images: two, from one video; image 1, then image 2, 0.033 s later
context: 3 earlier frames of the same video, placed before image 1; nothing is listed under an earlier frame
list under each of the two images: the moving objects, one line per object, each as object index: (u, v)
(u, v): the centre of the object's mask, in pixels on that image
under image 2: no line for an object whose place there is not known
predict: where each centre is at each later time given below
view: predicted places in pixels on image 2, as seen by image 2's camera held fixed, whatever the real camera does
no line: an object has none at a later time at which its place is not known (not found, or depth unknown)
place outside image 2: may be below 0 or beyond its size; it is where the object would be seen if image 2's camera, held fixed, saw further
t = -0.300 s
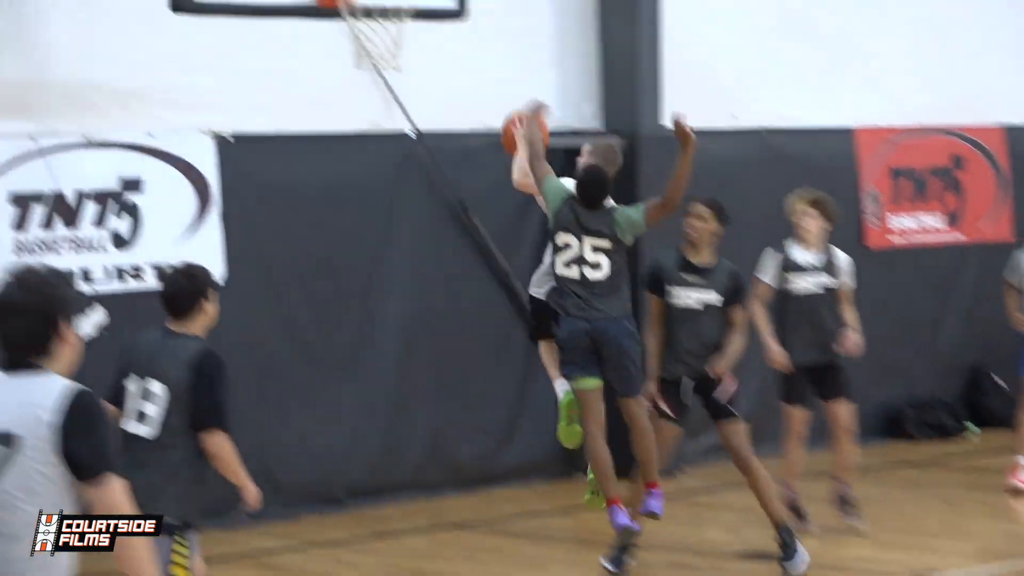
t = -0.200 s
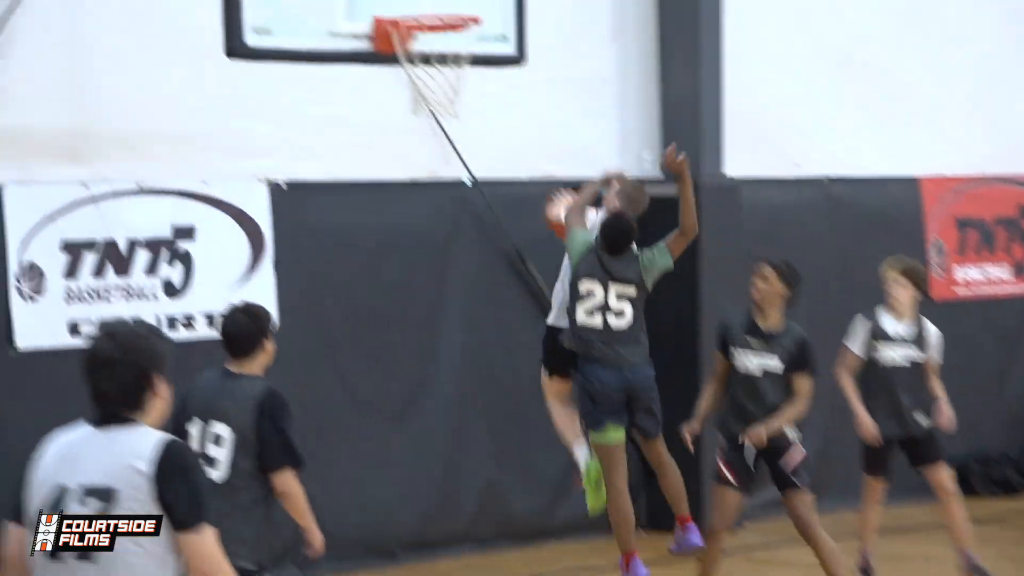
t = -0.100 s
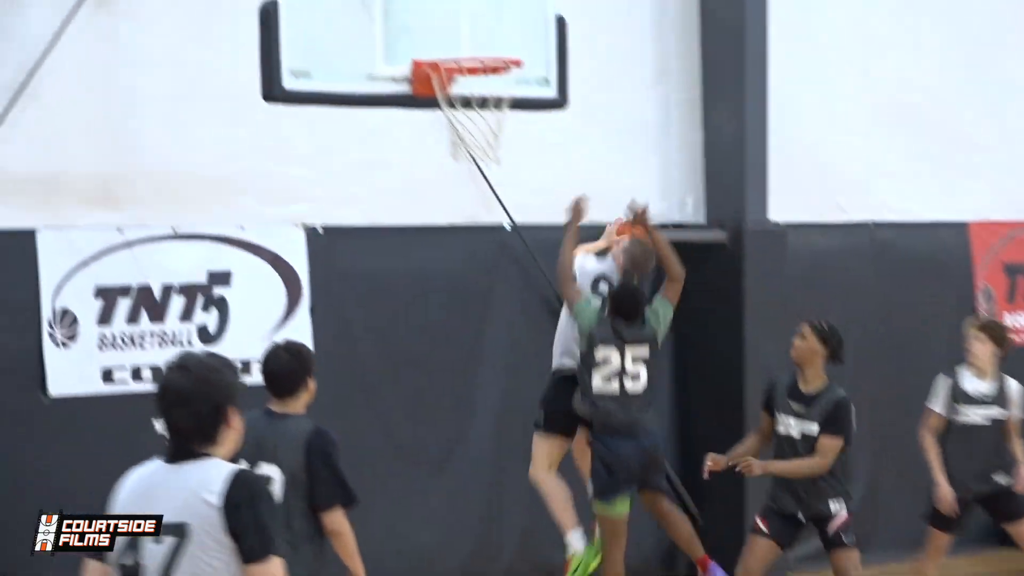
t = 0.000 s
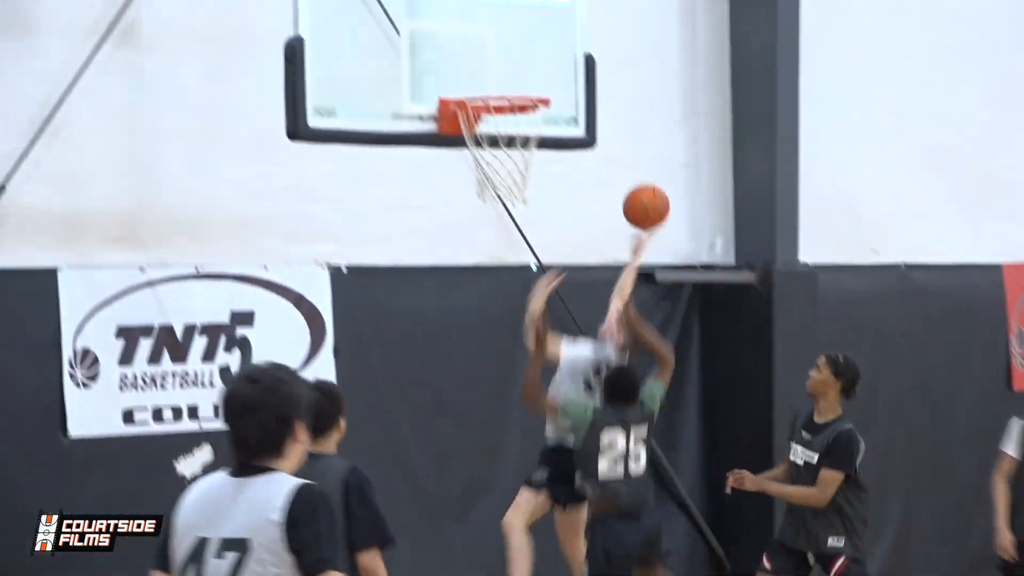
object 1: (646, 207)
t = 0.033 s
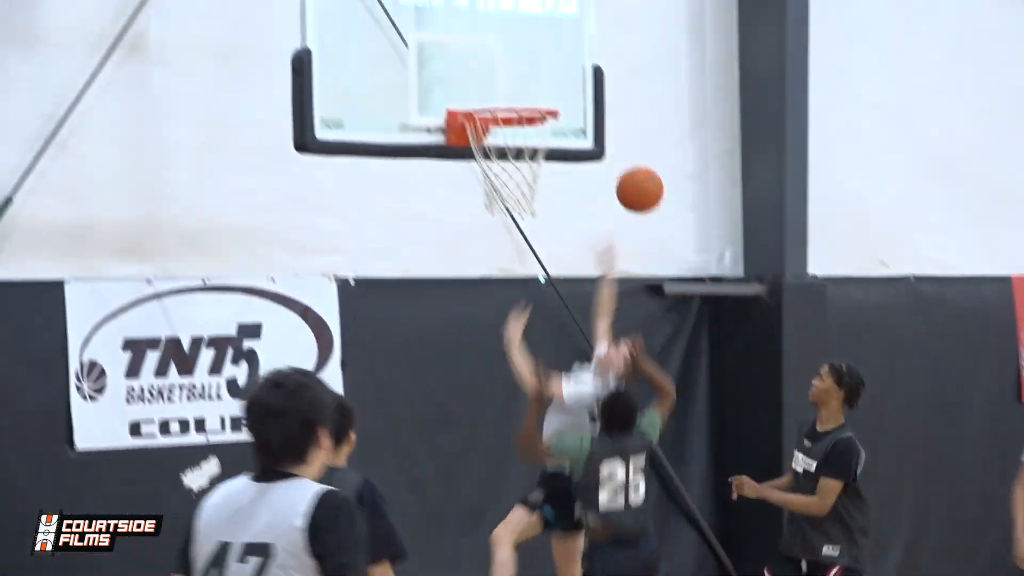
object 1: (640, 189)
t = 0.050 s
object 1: (632, 176)
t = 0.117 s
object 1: (604, 126)
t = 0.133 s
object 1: (596, 115)
